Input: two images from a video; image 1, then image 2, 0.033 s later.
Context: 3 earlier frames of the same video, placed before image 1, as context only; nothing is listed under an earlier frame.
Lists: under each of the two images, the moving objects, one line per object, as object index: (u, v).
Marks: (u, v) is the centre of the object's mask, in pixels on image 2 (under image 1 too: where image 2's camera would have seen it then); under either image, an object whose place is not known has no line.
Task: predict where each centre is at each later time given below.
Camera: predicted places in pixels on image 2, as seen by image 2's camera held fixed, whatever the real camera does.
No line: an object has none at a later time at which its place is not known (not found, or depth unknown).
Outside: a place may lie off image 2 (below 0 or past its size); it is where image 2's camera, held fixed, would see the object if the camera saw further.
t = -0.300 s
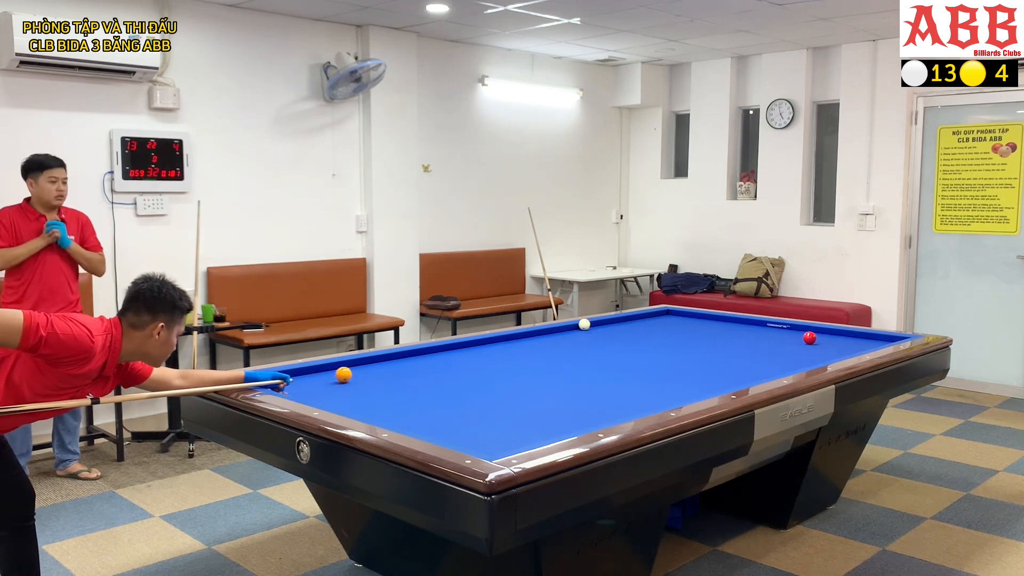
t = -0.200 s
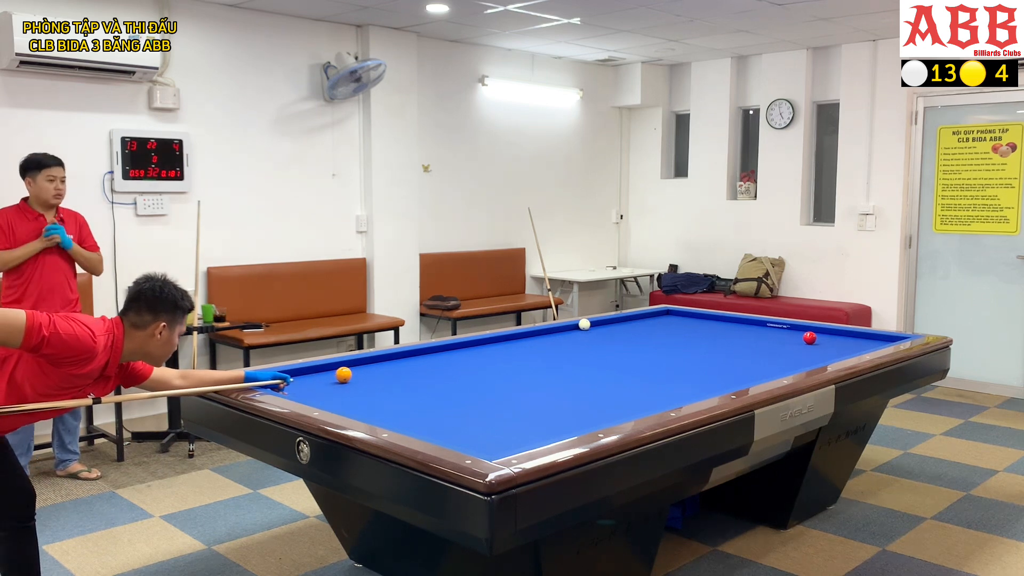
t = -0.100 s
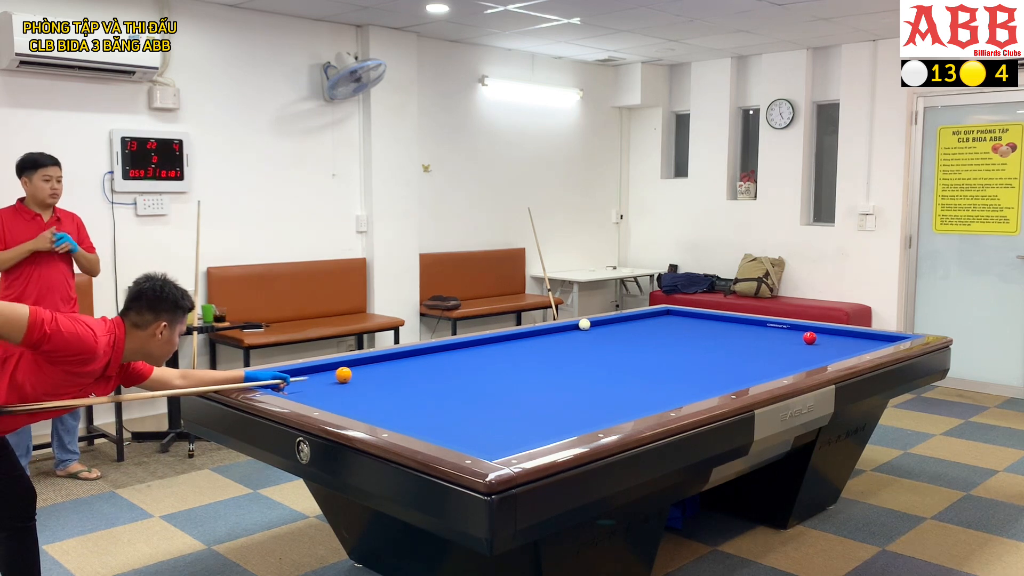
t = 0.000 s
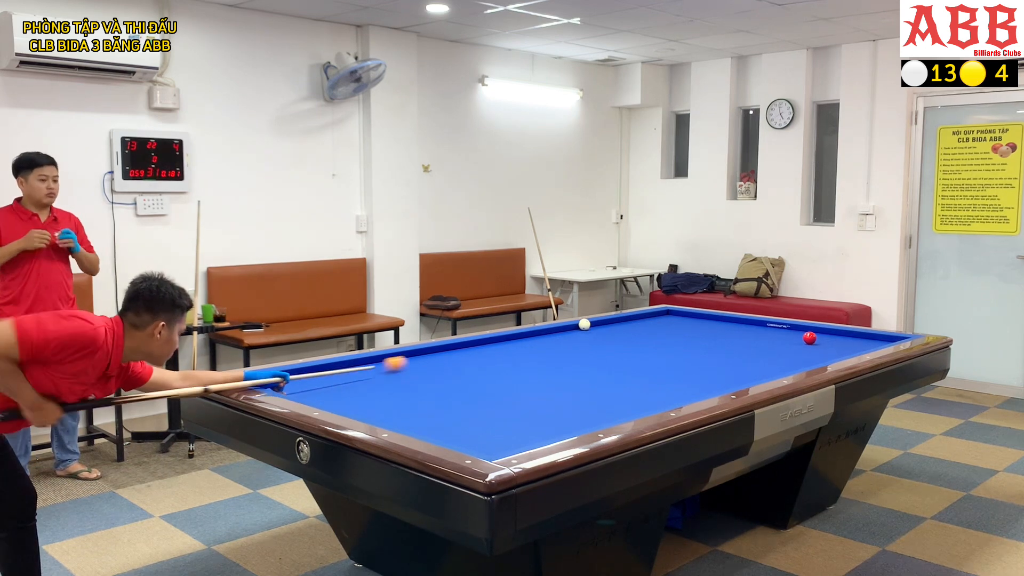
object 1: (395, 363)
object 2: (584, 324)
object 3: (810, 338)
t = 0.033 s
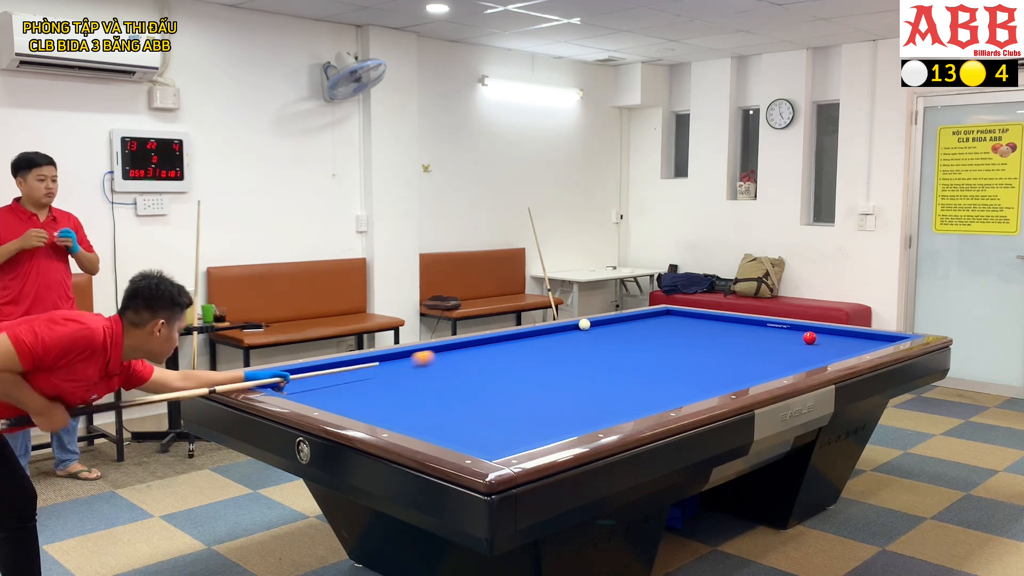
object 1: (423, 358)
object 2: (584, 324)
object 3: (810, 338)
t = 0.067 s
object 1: (449, 353)
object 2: (584, 324)
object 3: (810, 338)
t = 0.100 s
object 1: (473, 348)
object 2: (584, 324)
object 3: (810, 338)
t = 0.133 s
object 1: (496, 344)
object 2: (584, 324)
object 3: (810, 338)
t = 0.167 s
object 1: (517, 339)
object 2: (584, 324)
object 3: (810, 338)
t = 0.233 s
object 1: (555, 332)
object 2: (584, 324)
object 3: (810, 338)
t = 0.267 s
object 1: (572, 329)
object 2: (584, 324)
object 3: (810, 338)
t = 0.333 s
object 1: (610, 325)
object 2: (593, 324)
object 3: (810, 338)
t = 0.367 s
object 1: (630, 324)
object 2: (603, 325)
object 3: (810, 338)
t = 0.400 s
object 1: (650, 323)
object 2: (613, 326)
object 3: (810, 338)
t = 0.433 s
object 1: (670, 322)
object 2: (623, 326)
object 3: (810, 338)
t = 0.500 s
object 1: (707, 320)
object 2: (642, 327)
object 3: (810, 338)
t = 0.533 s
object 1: (724, 319)
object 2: (650, 328)
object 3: (810, 338)
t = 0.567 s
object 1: (734, 319)
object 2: (659, 328)
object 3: (810, 338)
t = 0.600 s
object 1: (733, 322)
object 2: (667, 329)
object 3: (810, 338)
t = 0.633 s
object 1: (733, 325)
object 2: (675, 329)
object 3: (810, 338)
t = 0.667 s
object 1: (732, 328)
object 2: (683, 330)
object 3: (810, 338)
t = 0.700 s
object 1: (731, 331)
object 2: (691, 330)
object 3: (810, 338)
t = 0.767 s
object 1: (730, 337)
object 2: (707, 331)
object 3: (810, 338)
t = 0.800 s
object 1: (730, 340)
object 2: (715, 332)
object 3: (810, 338)
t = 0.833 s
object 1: (730, 344)
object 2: (723, 332)
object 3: (810, 338)
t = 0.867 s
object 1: (729, 347)
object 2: (732, 333)
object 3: (810, 338)
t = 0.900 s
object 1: (730, 350)
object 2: (740, 333)
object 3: (810, 338)
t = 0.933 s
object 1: (730, 354)
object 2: (748, 334)
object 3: (810, 338)
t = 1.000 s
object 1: (731, 361)
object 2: (765, 335)
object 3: (810, 338)
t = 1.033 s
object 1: (732, 365)
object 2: (774, 335)
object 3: (810, 338)
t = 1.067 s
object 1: (733, 369)
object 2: (782, 336)
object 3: (810, 338)
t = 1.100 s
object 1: (734, 373)
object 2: (790, 336)
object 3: (810, 338)
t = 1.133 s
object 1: (736, 377)
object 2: (797, 336)
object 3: (811, 338)
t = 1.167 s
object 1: (737, 380)
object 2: (799, 336)
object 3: (818, 339)
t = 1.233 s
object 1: (722, 385)
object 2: (803, 336)
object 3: (831, 340)
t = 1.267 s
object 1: (705, 387)
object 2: (806, 336)
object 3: (837, 340)
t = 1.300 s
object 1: (688, 388)
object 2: (809, 336)
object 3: (842, 341)
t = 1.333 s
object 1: (672, 388)
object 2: (812, 336)
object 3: (848, 342)
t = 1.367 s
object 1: (656, 390)
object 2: (815, 335)
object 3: (853, 342)
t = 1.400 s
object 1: (641, 391)
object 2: (818, 335)
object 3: (858, 343)
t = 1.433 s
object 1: (625, 392)
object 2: (821, 335)
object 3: (863, 343)
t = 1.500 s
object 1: (594, 394)
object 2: (827, 335)
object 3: (873, 344)
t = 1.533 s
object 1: (579, 395)
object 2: (830, 335)
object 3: (879, 343)
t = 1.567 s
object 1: (563, 396)
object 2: (833, 335)
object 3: (878, 343)
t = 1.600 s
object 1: (547, 398)
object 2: (837, 335)
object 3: (874, 343)
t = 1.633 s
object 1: (531, 399)
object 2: (839, 335)
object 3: (871, 343)
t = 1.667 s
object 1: (515, 400)
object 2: (842, 334)
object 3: (869, 343)
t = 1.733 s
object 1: (482, 403)
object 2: (848, 334)
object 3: (863, 343)
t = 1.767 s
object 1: (465, 404)
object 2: (851, 334)
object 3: (860, 342)
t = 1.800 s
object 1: (448, 406)
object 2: (853, 333)
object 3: (858, 342)
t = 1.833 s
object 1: (430, 407)
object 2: (857, 333)
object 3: (855, 342)
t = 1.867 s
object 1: (413, 409)
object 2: (860, 333)
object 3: (852, 341)
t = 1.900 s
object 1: (394, 410)
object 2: (862, 334)
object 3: (850, 340)
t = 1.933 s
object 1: (377, 411)
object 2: (865, 334)
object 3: (847, 340)
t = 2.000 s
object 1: (357, 409)
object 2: (868, 335)
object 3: (842, 339)
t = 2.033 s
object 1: (361, 407)
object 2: (869, 335)
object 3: (839, 339)
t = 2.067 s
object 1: (365, 403)
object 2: (871, 336)
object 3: (837, 338)
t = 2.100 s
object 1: (370, 399)
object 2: (873, 336)
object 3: (834, 338)
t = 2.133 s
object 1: (373, 396)
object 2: (874, 337)
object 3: (832, 338)
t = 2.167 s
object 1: (376, 392)
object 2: (876, 337)
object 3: (830, 337)
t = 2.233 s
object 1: (379, 386)
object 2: (879, 338)
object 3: (825, 337)
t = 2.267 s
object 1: (381, 384)
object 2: (880, 338)
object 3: (822, 336)
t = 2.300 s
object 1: (382, 381)
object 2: (882, 339)
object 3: (820, 336)
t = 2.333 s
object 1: (383, 378)
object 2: (883, 339)
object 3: (818, 335)
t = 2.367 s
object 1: (385, 376)
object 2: (885, 339)
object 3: (815, 335)
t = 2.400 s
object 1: (386, 374)
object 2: (886, 339)
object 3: (813, 335)
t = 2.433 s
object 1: (387, 371)
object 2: (888, 340)
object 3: (811, 334)
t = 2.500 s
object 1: (389, 367)
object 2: (890, 340)
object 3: (806, 334)
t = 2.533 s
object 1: (390, 364)
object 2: (892, 340)
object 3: (804, 333)
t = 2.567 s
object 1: (392, 362)
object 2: (890, 340)
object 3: (802, 333)
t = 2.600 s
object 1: (393, 360)
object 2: (888, 340)
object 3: (800, 333)
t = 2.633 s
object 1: (394, 358)
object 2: (886, 340)
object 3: (797, 332)
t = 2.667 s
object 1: (394, 356)
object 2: (884, 341)
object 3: (795, 332)
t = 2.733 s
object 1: (406, 355)
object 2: (880, 341)
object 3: (791, 331)
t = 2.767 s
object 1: (415, 354)
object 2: (878, 341)
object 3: (789, 331)
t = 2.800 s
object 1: (423, 354)
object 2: (876, 341)
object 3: (787, 330)
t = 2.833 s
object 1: (432, 354)
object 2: (874, 342)
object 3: (785, 330)
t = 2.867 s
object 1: (440, 354)
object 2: (872, 342)
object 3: (783, 330)
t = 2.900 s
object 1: (448, 353)
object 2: (870, 342)
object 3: (781, 330)
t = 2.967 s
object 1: (464, 353)
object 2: (867, 342)
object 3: (777, 329)
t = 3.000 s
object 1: (472, 352)
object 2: (865, 342)
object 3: (775, 328)
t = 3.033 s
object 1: (479, 352)
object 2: (863, 342)
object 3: (773, 328)
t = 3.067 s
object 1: (487, 352)
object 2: (861, 342)
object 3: (771, 328)
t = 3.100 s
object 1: (494, 352)
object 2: (859, 342)
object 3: (769, 328)
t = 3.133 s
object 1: (502, 352)
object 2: (857, 342)
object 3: (767, 327)
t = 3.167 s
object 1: (510, 351)
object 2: (855, 342)
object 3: (765, 327)
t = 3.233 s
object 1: (524, 351)
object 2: (851, 342)
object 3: (761, 327)
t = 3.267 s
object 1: (532, 350)
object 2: (849, 342)
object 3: (759, 326)
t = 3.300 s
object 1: (539, 350)
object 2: (847, 342)
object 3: (757, 326)
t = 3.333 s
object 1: (547, 350)
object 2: (846, 343)
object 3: (756, 326)
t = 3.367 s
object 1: (554, 349)
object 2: (844, 343)
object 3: (754, 325)
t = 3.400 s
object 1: (561, 349)
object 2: (842, 342)
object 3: (752, 325)
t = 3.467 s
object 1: (576, 349)
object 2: (838, 342)
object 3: (749, 324)
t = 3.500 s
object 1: (583, 349)
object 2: (837, 343)
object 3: (747, 324)
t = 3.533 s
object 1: (590, 348)
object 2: (835, 343)
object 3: (745, 324)
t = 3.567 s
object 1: (597, 348)
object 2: (833, 343)
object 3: (743, 324)
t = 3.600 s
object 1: (605, 348)
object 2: (831, 343)
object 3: (742, 323)
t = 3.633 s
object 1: (612, 348)
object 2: (829, 343)
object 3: (740, 323)
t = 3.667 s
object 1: (619, 348)
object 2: (828, 343)
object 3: (738, 323)
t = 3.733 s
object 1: (633, 347)
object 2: (824, 343)
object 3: (735, 322)
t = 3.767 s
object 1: (640, 347)
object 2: (823, 343)
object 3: (733, 322)
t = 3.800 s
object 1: (647, 347)
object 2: (821, 343)
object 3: (732, 322)
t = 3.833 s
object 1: (653, 347)
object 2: (819, 343)
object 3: (730, 322)
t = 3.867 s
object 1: (661, 346)
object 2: (818, 343)
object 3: (728, 321)
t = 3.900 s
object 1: (667, 346)
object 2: (816, 343)
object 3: (727, 321)
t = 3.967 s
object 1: (681, 346)
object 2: (812, 343)
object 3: (723, 321)
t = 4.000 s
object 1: (688, 345)
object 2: (811, 343)
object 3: (722, 320)
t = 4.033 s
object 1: (694, 345)
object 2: (809, 343)
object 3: (720, 320)
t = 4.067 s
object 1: (701, 345)
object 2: (807, 343)
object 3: (719, 320)
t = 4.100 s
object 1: (708, 345)
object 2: (806, 343)
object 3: (717, 320)
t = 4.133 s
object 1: (715, 345)
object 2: (804, 343)
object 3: (716, 319)
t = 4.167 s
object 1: (721, 344)
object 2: (802, 343)
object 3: (714, 319)
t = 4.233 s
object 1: (734, 344)
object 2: (799, 343)
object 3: (711, 319)
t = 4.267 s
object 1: (741, 344)
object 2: (798, 343)
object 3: (709, 318)
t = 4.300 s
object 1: (748, 344)
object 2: (796, 343)
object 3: (708, 318)
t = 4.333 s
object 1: (754, 343)
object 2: (795, 343)
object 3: (707, 318)
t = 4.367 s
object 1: (760, 343)
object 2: (793, 343)
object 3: (705, 318)
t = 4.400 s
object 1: (767, 343)
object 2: (791, 343)
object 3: (704, 318)
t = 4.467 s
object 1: (775, 343)
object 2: (793, 343)
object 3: (701, 317)
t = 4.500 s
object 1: (774, 342)
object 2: (800, 343)
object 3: (699, 317)
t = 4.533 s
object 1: (773, 342)
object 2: (805, 344)
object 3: (698, 317)
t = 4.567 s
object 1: (773, 342)
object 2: (810, 344)
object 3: (697, 317)
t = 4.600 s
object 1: (773, 341)
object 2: (815, 344)
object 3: (695, 316)
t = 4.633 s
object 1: (773, 341)
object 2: (819, 344)
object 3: (694, 316)
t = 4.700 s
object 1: (774, 340)
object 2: (827, 344)
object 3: (691, 316)
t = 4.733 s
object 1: (775, 340)
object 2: (831, 344)
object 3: (690, 316)
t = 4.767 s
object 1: (775, 340)
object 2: (835, 345)
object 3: (689, 316)
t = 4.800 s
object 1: (776, 339)
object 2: (839, 345)
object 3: (687, 315)
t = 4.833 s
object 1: (776, 339)
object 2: (843, 345)
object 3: (686, 315)
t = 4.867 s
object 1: (777, 339)
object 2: (847, 345)
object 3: (685, 315)
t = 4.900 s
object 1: (777, 338)
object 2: (851, 345)
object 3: (683, 315)
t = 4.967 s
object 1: (778, 338)
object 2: (859, 345)
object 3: (681, 314)
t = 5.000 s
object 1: (778, 337)
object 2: (863, 345)
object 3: (680, 314)
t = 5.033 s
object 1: (779, 337)
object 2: (867, 345)
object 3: (679, 314)
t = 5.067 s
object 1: (779, 337)
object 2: (870, 345)
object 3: (677, 314)
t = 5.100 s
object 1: (779, 337)
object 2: (874, 344)
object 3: (676, 313)
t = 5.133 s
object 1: (780, 336)
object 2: (877, 344)
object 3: (675, 313)
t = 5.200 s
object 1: (781, 336)
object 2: (875, 344)
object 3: (673, 313)
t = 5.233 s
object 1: (781, 335)
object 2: (874, 344)
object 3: (671, 313)
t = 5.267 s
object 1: (782, 335)
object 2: (873, 343)
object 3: (670, 312)
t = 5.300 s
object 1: (782, 335)
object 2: (872, 343)
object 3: (669, 312)
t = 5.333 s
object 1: (782, 335)
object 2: (870, 343)
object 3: (668, 312)
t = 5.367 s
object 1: (783, 334)
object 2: (869, 343)
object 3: (667, 312)
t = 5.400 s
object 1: (783, 334)
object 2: (868, 343)
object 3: (666, 312)
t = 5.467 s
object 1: (784, 334)
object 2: (866, 342)
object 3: (665, 312)
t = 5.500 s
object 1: (784, 333)
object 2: (865, 342)
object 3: (666, 312)
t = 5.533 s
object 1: (784, 333)
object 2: (864, 341)
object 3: (667, 312)
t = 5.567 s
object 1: (785, 333)
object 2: (863, 341)
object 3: (668, 312)
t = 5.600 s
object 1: (785, 332)
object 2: (862, 341)
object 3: (668, 312)
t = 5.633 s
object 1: (785, 332)
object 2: (861, 340)
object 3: (669, 312)
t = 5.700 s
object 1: (786, 332)
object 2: (858, 339)
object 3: (671, 312)
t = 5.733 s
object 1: (787, 332)
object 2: (857, 339)
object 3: (672, 312)
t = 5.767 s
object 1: (787, 331)
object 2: (856, 339)
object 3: (673, 313)
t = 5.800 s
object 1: (787, 331)
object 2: (855, 338)
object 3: (673, 313)
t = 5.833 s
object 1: (787, 331)
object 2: (854, 338)
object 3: (674, 313)
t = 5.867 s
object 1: (788, 331)
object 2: (853, 338)
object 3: (675, 313)
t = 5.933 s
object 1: (789, 330)
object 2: (851, 337)
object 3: (677, 313)
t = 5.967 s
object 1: (789, 330)
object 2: (850, 337)
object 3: (677, 313)
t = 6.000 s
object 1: (789, 330)
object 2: (849, 337)
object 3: (678, 313)
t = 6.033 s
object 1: (790, 330)
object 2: (848, 336)
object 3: (679, 313)
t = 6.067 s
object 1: (790, 329)
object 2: (847, 336)
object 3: (680, 313)
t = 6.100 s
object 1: (790, 329)
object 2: (846, 335)
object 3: (681, 313)
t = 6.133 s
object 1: (790, 329)
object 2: (845, 335)
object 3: (681, 313)
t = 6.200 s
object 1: (791, 328)
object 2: (843, 335)
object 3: (683, 313)
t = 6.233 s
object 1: (791, 328)
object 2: (842, 334)
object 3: (683, 313)
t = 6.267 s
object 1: (792, 328)
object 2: (842, 334)
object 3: (684, 313)
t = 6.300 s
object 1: (792, 328)
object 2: (841, 334)
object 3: (685, 313)
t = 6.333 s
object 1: (792, 327)
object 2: (840, 333)
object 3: (685, 313)
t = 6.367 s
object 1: (792, 327)
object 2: (839, 333)
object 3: (686, 314)
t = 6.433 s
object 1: (793, 327)
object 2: (837, 332)
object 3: (688, 314)
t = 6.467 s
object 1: (793, 327)
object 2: (836, 332)
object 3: (688, 314)
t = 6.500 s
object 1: (794, 327)
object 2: (835, 332)
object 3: (689, 314)
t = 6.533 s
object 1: (794, 326)
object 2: (834, 332)
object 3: (689, 314)
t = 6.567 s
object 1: (794, 326)
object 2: (833, 331)
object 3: (690, 314)
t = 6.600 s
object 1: (795, 326)
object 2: (833, 331)
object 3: (691, 314)
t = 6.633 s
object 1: (795, 326)
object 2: (832, 331)
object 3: (692, 314)
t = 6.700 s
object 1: (794, 326)
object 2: (830, 330)
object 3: (693, 314)
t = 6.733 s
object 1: (794, 326)
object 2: (829, 330)
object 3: (693, 314)
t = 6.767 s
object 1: (794, 326)
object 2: (829, 330)
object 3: (694, 314)
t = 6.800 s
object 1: (794, 326)
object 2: (827, 330)
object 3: (694, 314)
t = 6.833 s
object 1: (794, 326)
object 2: (826, 330)
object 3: (695, 315)
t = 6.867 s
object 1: (793, 326)
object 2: (825, 329)
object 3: (696, 315)
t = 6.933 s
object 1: (793, 326)
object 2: (822, 329)
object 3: (697, 315)
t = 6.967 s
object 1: (793, 326)
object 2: (821, 329)
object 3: (697, 315)
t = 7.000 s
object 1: (792, 326)
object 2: (820, 329)
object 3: (698, 315)
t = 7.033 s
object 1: (792, 326)
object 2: (819, 329)
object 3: (698, 315)
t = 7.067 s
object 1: (792, 327)
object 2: (818, 329)
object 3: (699, 315)
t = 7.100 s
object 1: (792, 327)
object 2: (816, 329)
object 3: (699, 315)
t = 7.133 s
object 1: (792, 327)
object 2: (815, 329)
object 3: (700, 315)
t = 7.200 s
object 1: (791, 327)
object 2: (813, 329)
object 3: (701, 315)
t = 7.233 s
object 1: (791, 327)
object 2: (811, 329)
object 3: (702, 315)
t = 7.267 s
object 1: (791, 327)
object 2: (810, 329)
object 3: (702, 315)
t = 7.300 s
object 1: (791, 327)
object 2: (809, 329)
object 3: (702, 315)
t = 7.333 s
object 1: (791, 327)
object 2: (808, 329)
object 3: (703, 316)
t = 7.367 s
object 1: (790, 327)
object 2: (807, 329)
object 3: (703, 315)
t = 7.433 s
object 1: (790, 327)
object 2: (805, 329)
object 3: (704, 316)
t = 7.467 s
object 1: (790, 327)
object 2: (804, 329)
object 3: (705, 316)
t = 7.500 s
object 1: (790, 327)
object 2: (803, 328)
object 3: (705, 316)
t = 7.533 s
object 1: (789, 327)
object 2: (802, 329)
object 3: (706, 316)
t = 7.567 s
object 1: (789, 327)
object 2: (801, 328)
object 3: (706, 316)
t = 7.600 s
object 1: (788, 327)
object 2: (801, 328)
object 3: (706, 316)
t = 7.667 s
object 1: (787, 327)
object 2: (800, 328)
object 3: (707, 316)
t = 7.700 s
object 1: (786, 327)
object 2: (800, 329)
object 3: (708, 316)
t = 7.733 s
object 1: (785, 327)
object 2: (799, 329)
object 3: (708, 316)
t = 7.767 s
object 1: (784, 328)
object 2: (799, 329)
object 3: (708, 316)
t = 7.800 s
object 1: (784, 327)
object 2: (799, 329)
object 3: (709, 316)
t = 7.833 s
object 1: (783, 327)
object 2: (798, 329)
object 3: (709, 316)
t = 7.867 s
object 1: (783, 327)
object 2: (798, 329)
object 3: (709, 316)
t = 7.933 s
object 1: (781, 328)
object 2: (798, 329)
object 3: (710, 316)
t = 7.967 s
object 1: (781, 327)
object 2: (797, 329)
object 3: (710, 316)
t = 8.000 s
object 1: (780, 327)
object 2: (797, 329)
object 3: (711, 316)
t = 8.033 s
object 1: (779, 328)
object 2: (797, 329)
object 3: (711, 316)
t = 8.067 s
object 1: (779, 327)
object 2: (797, 329)
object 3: (711, 316)
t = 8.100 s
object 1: (778, 328)
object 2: (796, 329)
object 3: (711, 317)
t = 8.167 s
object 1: (777, 328)
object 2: (796, 329)
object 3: (712, 317)
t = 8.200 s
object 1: (776, 327)
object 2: (796, 329)
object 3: (712, 317)
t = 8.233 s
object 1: (776, 327)
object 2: (796, 329)
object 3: (712, 317)
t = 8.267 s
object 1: (775, 327)
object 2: (796, 329)
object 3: (713, 317)
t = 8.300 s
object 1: (775, 327)
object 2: (795, 329)
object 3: (713, 317)
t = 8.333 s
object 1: (774, 328)
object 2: (795, 329)
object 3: (713, 317)
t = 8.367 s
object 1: (774, 328)
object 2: (795, 329)
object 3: (713, 317)
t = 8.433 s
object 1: (773, 328)
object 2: (795, 329)
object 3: (714, 317)
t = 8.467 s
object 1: (772, 328)
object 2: (795, 329)
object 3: (714, 317)
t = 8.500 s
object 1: (772, 328)
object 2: (795, 329)
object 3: (714, 317)
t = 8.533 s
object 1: (771, 328)
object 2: (795, 329)
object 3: (714, 317)
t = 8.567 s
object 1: (771, 328)
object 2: (795, 329)
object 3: (714, 317)
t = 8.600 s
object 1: (770, 328)
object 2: (794, 329)
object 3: (715, 317)
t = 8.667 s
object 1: (769, 328)
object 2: (794, 329)
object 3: (715, 317)
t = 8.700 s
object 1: (769, 328)
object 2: (794, 329)
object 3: (715, 317)
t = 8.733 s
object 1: (769, 328)
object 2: (794, 329)
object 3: (715, 317)
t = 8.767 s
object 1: (768, 328)
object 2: (794, 329)
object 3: (715, 317)
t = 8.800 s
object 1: (768, 328)
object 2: (794, 329)
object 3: (715, 317)
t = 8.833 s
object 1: (768, 328)
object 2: (794, 329)
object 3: (715, 317)
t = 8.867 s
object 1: (767, 328)
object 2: (794, 329)
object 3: (715, 317)
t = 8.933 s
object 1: (766, 328)
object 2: (794, 329)
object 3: (716, 317)
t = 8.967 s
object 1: (766, 327)
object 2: (794, 329)
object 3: (716, 317)
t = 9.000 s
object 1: (766, 327)
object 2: (794, 329)
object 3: (716, 317)
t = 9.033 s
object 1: (765, 327)
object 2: (794, 329)
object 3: (716, 317)
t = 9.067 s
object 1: (765, 327)
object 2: (794, 329)
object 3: (716, 317)
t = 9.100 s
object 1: (765, 327)
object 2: (795, 329)
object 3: (716, 317)
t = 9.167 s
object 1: (764, 327)
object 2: (795, 329)
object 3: (717, 317)
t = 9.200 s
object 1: (764, 327)
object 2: (795, 329)
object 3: (717, 317)
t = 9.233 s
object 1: (763, 328)
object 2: (795, 329)
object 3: (717, 317)
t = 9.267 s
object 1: (763, 328)
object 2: (794, 329)
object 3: (717, 317)
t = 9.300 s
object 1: (763, 328)
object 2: (794, 329)
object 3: (717, 317)
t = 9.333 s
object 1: (763, 327)
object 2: (794, 329)
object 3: (717, 317)
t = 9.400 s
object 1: (762, 328)
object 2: (794, 329)
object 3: (717, 317)
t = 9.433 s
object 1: (762, 328)
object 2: (794, 329)
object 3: (717, 317)
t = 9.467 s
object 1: (762, 328)
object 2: (794, 329)
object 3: (717, 317)
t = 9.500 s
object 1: (761, 328)
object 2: (794, 329)
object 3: (717, 317)
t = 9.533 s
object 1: (761, 328)
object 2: (794, 329)
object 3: (717, 317)
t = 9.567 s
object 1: (761, 328)
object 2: (794, 329)
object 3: (717, 317)
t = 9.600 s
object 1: (761, 328)
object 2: (794, 329)
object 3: (717, 317)
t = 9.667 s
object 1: (760, 328)
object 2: (794, 329)
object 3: (717, 317)
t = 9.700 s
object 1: (760, 327)
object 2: (794, 329)
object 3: (717, 317)
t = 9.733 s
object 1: (760, 328)
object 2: (794, 329)
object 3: (717, 317)
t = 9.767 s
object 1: (760, 327)
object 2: (794, 329)
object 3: (717, 317)
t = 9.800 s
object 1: (760, 327)
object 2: (794, 329)
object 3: (717, 317)
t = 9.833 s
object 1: (760, 328)
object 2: (794, 329)
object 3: (717, 317)
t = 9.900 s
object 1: (759, 328)
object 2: (794, 329)
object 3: (717, 317)
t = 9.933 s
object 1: (759, 327)
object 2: (794, 329)
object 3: (717, 317)
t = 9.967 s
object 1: (759, 327)
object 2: (794, 329)
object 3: (717, 317)
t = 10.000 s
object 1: (759, 327)
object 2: (794, 329)
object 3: (717, 317)
